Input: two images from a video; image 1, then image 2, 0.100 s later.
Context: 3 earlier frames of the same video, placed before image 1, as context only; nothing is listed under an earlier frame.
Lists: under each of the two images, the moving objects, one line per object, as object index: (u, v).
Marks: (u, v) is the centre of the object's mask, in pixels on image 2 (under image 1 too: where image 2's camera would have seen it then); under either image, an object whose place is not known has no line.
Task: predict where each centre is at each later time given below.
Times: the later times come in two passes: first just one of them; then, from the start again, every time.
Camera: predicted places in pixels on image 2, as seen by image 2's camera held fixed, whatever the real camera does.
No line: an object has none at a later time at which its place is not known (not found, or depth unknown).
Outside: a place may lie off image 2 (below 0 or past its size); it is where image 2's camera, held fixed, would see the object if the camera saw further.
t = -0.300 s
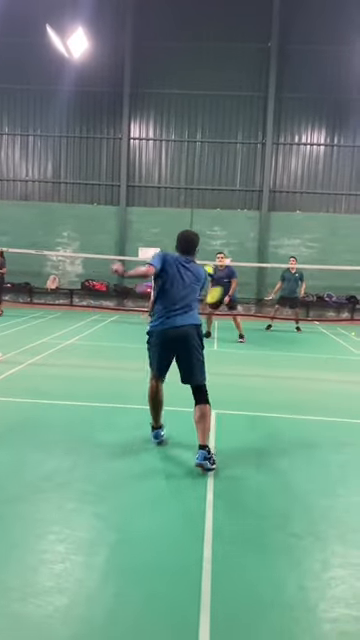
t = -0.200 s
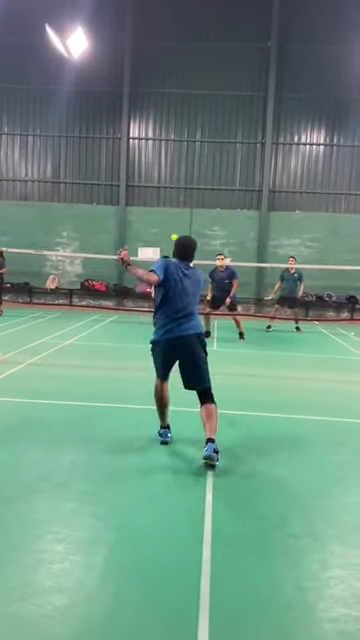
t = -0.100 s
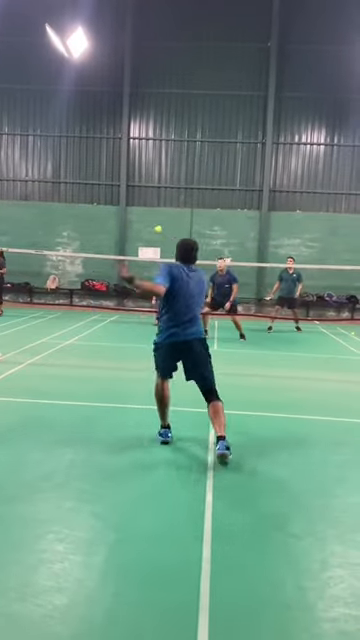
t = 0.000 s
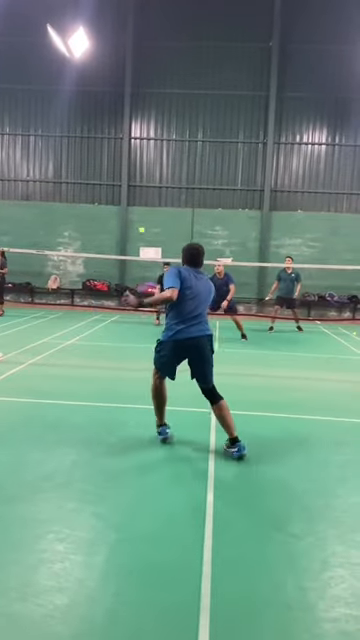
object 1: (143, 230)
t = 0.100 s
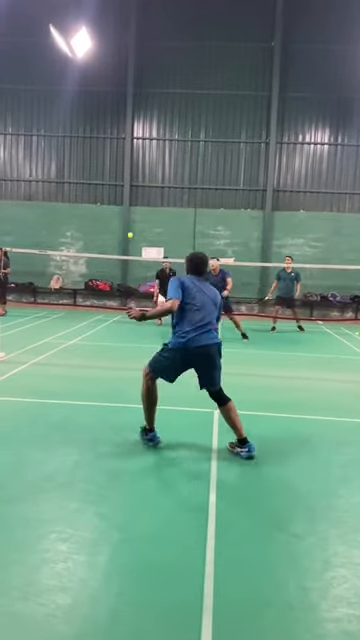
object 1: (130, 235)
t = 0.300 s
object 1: (113, 261)
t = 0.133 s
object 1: (126, 238)
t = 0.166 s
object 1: (123, 242)
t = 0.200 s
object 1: (120, 246)
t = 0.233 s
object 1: (117, 251)
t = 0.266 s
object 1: (115, 254)
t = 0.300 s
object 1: (113, 261)
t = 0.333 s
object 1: (110, 267)
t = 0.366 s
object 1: (108, 273)
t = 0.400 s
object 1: (106, 279)
